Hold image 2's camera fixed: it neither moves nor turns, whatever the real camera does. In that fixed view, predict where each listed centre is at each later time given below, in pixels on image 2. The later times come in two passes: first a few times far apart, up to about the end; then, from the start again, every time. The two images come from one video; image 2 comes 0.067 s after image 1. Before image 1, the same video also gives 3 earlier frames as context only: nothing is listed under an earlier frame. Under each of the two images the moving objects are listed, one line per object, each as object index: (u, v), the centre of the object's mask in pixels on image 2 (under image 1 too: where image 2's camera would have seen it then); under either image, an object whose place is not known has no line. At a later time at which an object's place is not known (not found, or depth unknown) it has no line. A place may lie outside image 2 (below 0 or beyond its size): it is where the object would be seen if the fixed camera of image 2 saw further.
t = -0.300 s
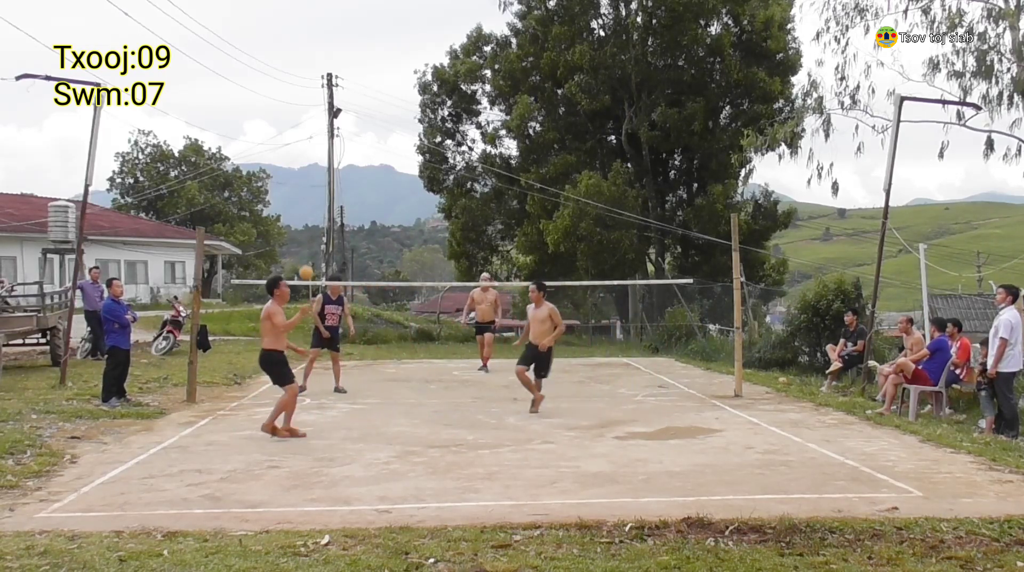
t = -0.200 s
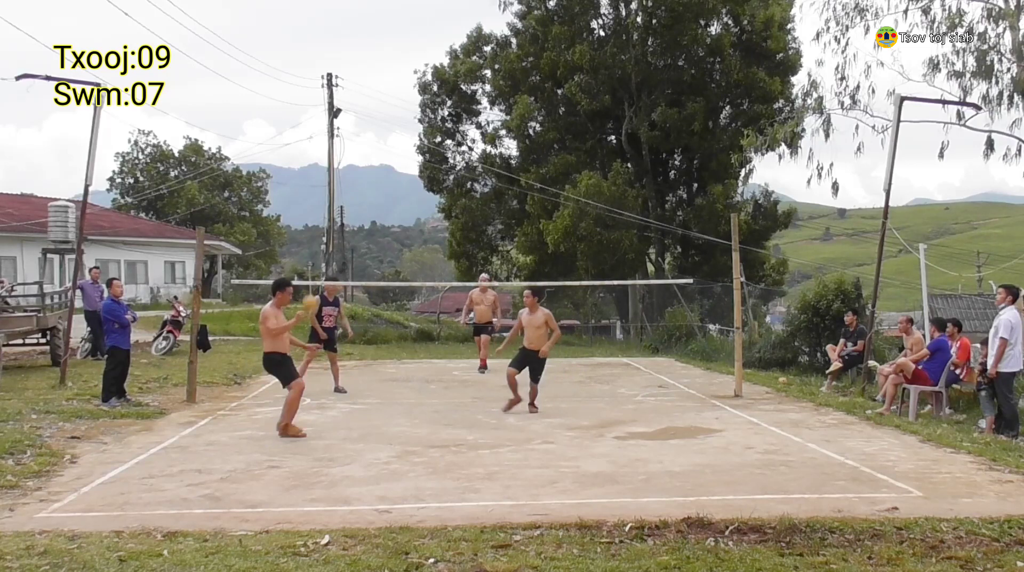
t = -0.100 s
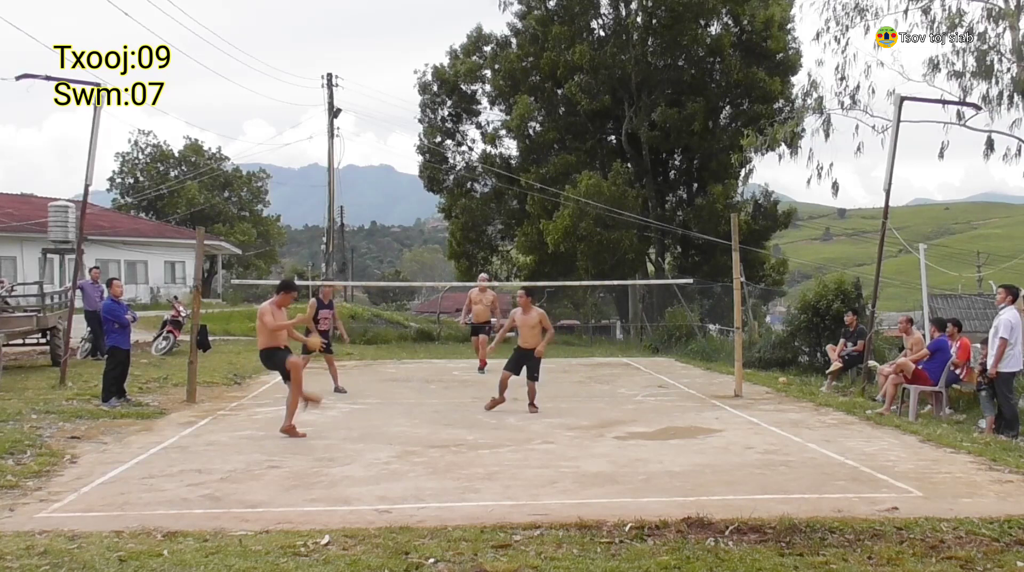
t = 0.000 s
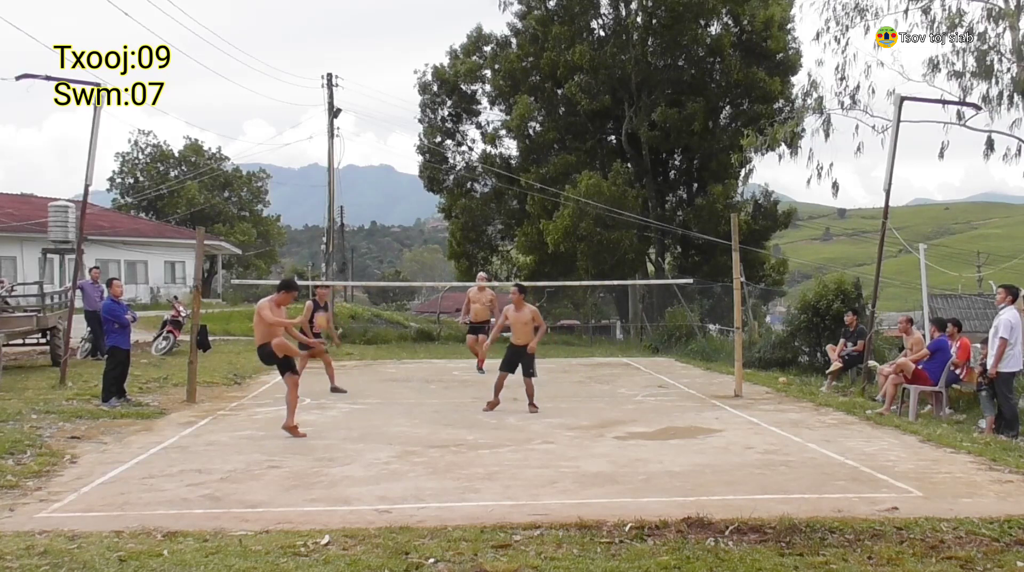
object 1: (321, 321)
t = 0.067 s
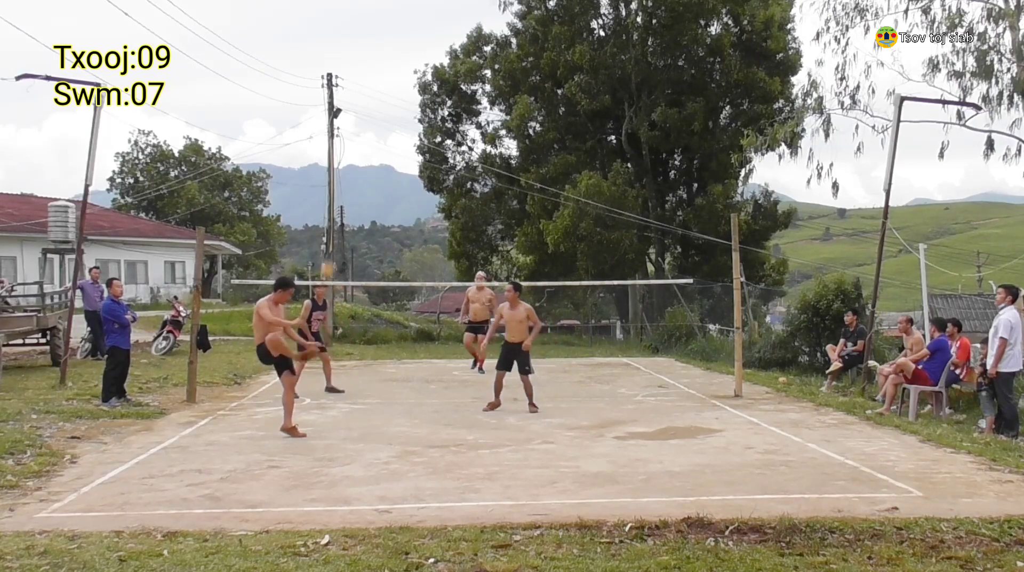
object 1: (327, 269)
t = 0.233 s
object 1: (344, 170)
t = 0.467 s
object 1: (364, 79)
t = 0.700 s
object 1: (385, 45)
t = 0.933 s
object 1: (404, 61)
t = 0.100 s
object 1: (331, 248)
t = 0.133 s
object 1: (333, 226)
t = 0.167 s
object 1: (337, 206)
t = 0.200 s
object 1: (340, 188)
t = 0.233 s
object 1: (344, 170)
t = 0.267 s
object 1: (346, 152)
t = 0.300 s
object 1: (349, 136)
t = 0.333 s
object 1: (353, 123)
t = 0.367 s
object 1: (356, 110)
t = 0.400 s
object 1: (359, 99)
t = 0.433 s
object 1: (361, 88)
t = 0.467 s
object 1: (364, 79)
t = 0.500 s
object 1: (368, 71)
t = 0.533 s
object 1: (371, 64)
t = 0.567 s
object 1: (373, 58)
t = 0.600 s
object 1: (376, 53)
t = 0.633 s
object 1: (379, 49)
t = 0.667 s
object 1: (382, 47)
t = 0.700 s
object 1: (385, 45)
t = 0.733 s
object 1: (388, 44)
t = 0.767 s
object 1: (391, 45)
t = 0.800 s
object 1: (393, 46)
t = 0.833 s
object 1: (396, 48)
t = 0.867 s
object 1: (399, 51)
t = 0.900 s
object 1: (401, 55)
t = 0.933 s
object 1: (404, 61)
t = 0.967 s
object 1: (407, 66)
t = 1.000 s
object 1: (409, 73)
